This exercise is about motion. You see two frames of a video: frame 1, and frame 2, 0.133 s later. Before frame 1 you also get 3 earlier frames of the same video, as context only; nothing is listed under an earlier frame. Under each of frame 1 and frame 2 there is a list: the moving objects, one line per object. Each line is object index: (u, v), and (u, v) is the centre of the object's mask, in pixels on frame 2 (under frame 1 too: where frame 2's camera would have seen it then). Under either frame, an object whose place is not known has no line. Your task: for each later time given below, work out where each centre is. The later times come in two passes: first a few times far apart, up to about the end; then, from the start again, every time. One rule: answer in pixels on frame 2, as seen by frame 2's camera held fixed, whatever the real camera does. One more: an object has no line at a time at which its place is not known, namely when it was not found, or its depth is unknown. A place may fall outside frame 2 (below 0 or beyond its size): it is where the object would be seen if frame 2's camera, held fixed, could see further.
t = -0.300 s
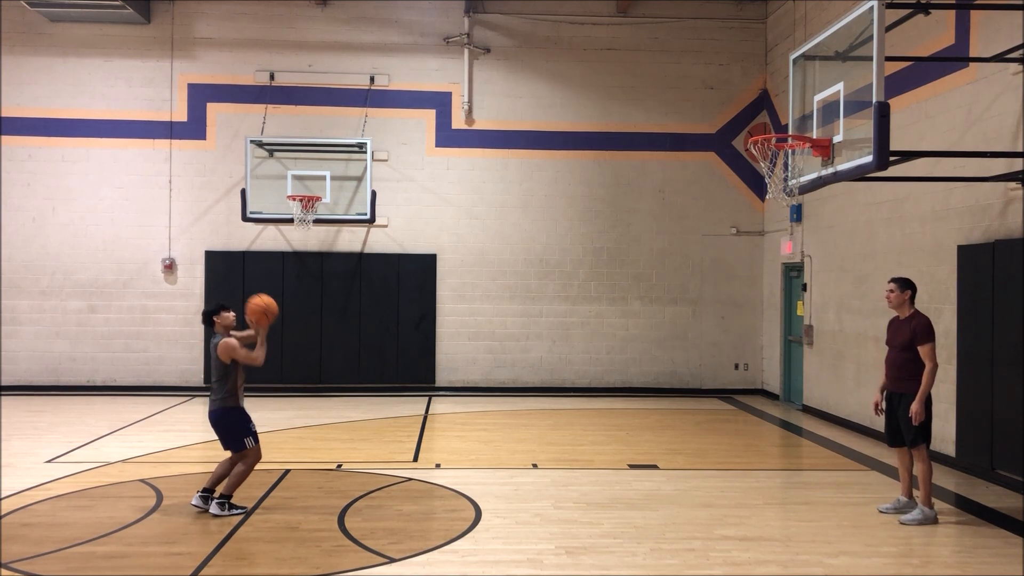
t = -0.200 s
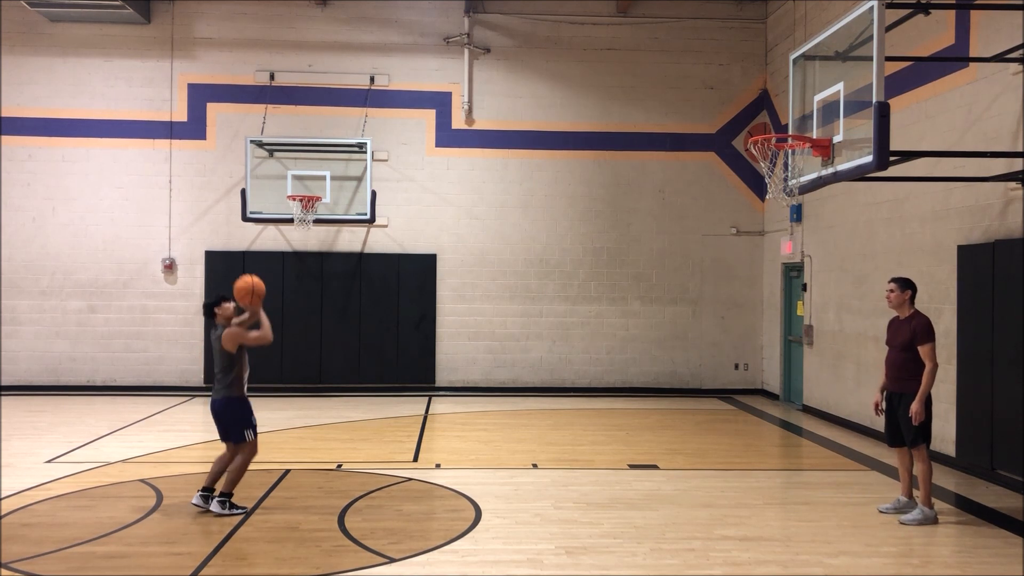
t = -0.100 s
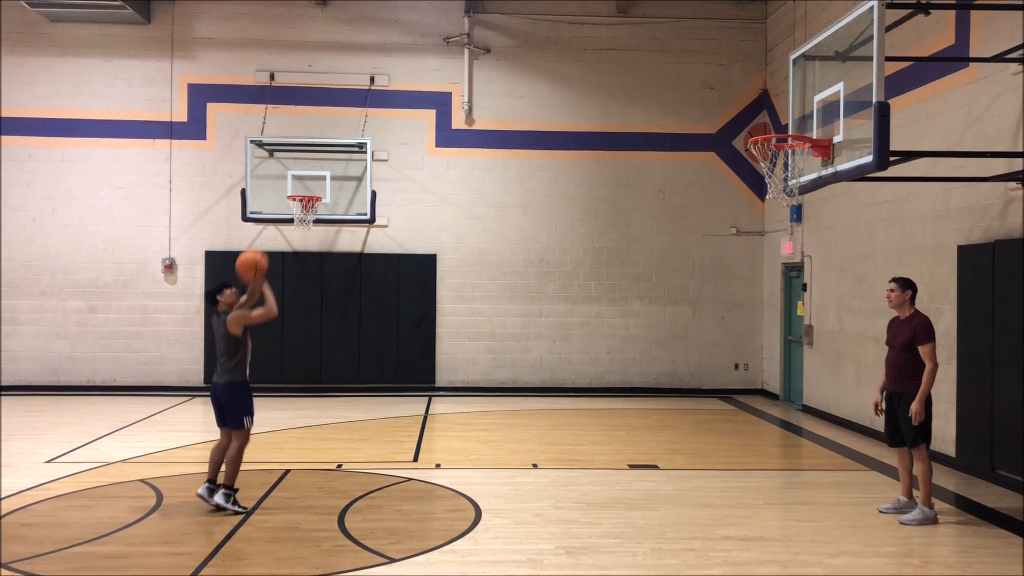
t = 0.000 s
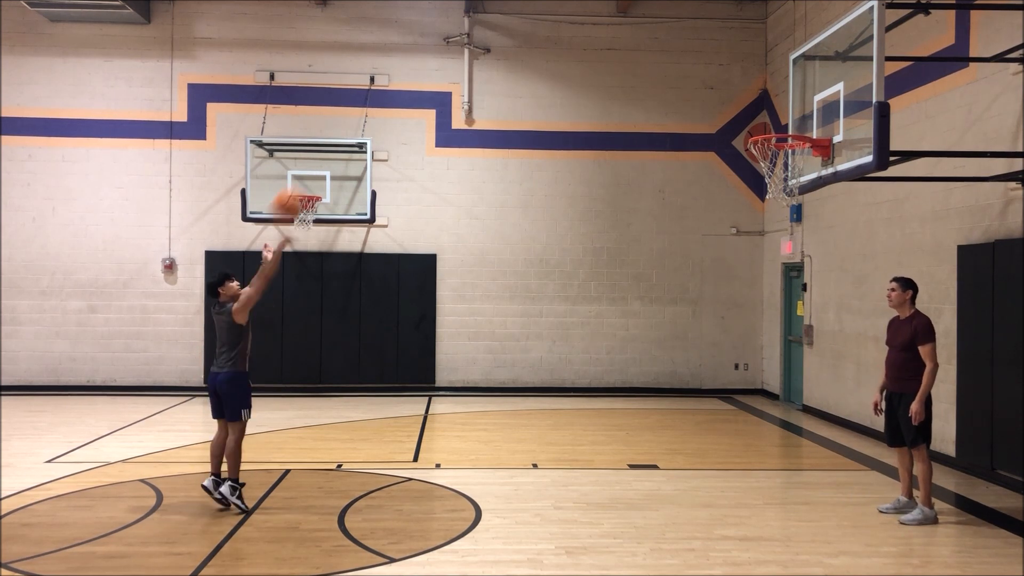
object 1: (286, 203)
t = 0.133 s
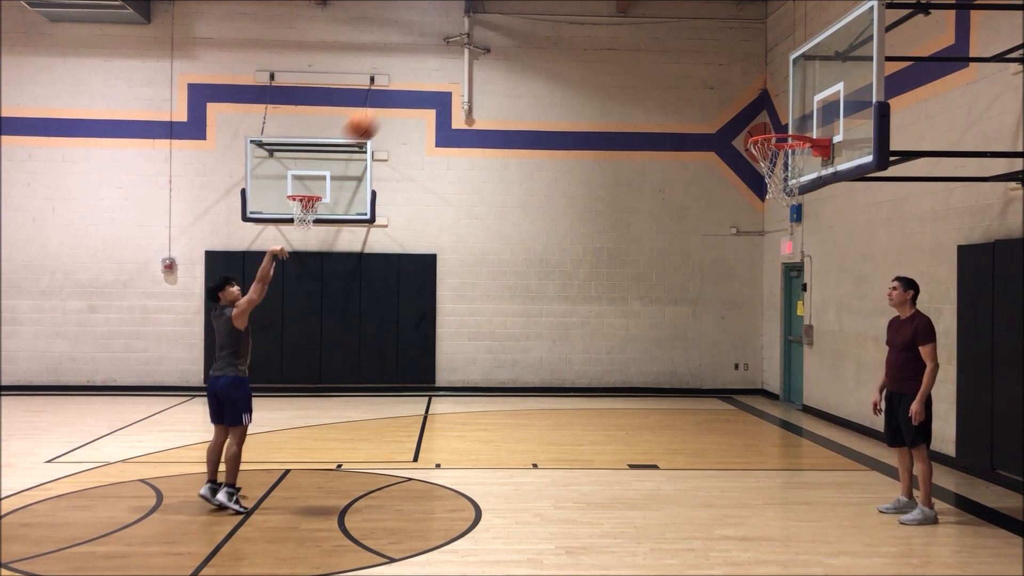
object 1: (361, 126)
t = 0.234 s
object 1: (414, 83)
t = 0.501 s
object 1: (550, 26)
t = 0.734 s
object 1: (667, 46)
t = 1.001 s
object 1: (793, 148)
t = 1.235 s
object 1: (751, 283)
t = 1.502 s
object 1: (706, 491)
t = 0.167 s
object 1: (379, 109)
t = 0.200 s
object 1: (395, 96)
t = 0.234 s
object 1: (414, 83)
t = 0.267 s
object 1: (432, 71)
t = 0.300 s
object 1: (448, 61)
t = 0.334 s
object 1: (466, 51)
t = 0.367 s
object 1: (484, 44)
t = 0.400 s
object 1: (500, 37)
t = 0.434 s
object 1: (517, 32)
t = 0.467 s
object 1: (534, 29)
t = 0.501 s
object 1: (550, 26)
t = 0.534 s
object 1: (568, 25)
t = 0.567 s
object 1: (584, 25)
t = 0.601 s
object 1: (601, 26)
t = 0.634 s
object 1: (618, 30)
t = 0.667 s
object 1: (634, 34)
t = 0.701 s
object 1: (651, 39)
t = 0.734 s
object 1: (667, 46)
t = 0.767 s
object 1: (684, 55)
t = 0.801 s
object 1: (700, 64)
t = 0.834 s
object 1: (716, 74)
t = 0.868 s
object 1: (731, 85)
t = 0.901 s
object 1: (749, 100)
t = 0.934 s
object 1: (764, 115)
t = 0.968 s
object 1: (780, 127)
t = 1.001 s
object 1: (793, 148)
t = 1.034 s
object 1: (788, 164)
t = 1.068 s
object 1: (780, 183)
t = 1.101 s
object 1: (773, 202)
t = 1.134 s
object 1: (770, 217)
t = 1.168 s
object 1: (763, 238)
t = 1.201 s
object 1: (757, 260)
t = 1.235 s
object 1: (751, 283)
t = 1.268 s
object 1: (745, 306)
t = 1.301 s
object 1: (740, 332)
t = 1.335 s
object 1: (734, 359)
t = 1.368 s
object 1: (728, 386)
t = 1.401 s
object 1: (723, 417)
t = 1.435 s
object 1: (719, 447)
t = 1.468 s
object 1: (713, 483)
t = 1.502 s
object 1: (706, 491)
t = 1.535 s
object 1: (698, 468)
